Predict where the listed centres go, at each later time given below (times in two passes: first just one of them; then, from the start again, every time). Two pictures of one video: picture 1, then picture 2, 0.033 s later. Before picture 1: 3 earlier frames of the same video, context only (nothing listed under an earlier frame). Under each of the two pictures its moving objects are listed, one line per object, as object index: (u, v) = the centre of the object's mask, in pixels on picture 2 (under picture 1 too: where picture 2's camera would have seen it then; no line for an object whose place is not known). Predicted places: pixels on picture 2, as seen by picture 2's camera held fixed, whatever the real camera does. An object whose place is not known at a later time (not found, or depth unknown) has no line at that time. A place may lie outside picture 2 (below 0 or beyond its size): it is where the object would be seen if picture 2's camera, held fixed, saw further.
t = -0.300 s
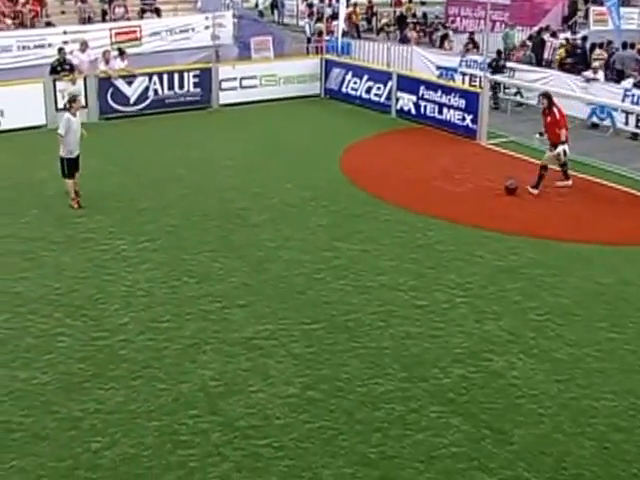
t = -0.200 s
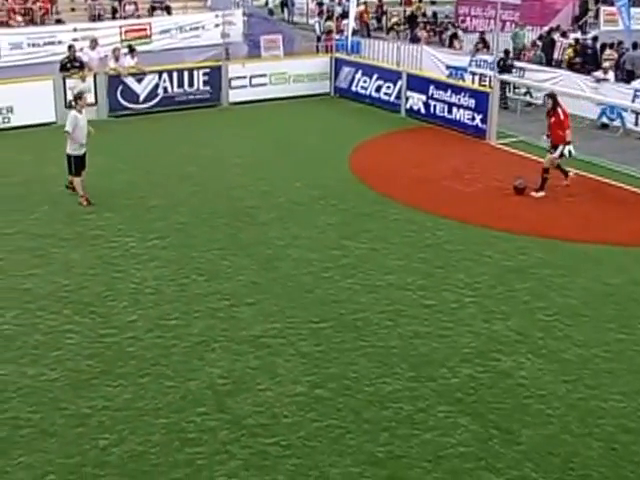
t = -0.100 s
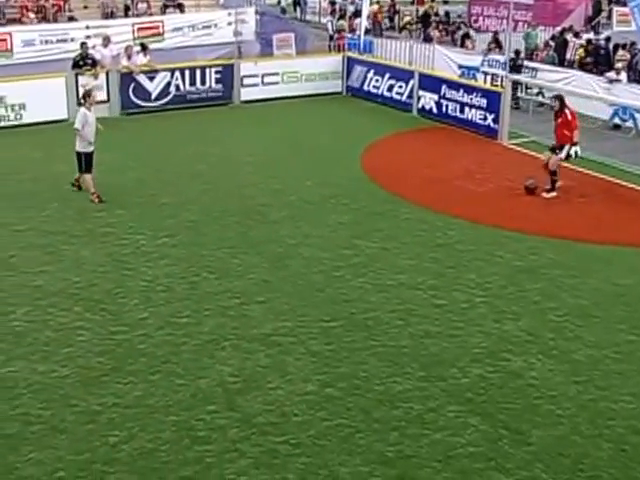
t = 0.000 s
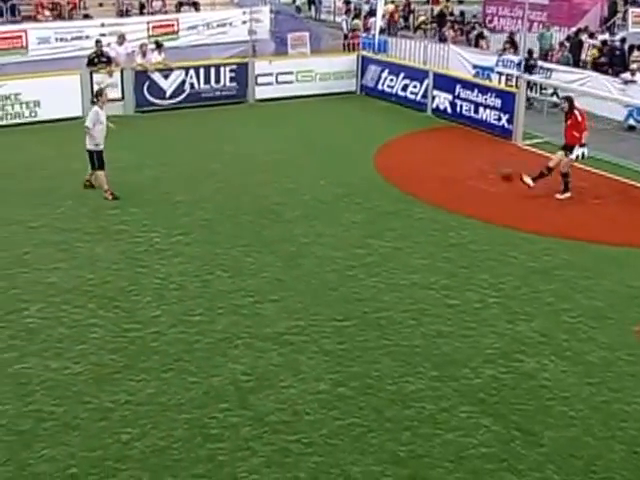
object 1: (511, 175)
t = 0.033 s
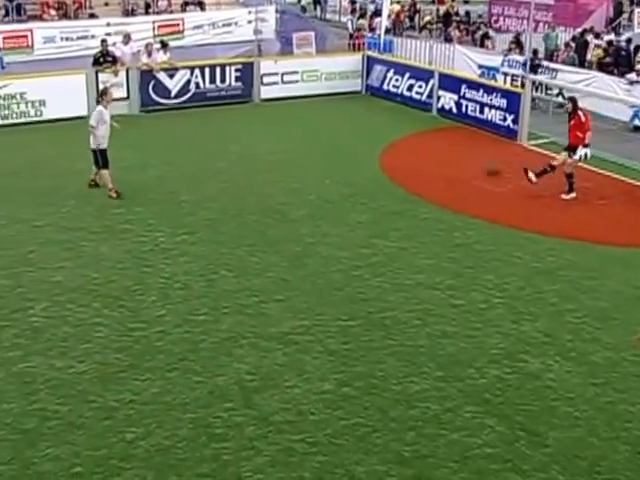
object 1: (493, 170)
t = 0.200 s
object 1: (389, 153)
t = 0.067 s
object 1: (473, 167)
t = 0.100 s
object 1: (452, 162)
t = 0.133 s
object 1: (433, 158)
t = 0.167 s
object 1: (411, 154)
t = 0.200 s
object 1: (389, 153)
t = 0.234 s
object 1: (367, 151)
